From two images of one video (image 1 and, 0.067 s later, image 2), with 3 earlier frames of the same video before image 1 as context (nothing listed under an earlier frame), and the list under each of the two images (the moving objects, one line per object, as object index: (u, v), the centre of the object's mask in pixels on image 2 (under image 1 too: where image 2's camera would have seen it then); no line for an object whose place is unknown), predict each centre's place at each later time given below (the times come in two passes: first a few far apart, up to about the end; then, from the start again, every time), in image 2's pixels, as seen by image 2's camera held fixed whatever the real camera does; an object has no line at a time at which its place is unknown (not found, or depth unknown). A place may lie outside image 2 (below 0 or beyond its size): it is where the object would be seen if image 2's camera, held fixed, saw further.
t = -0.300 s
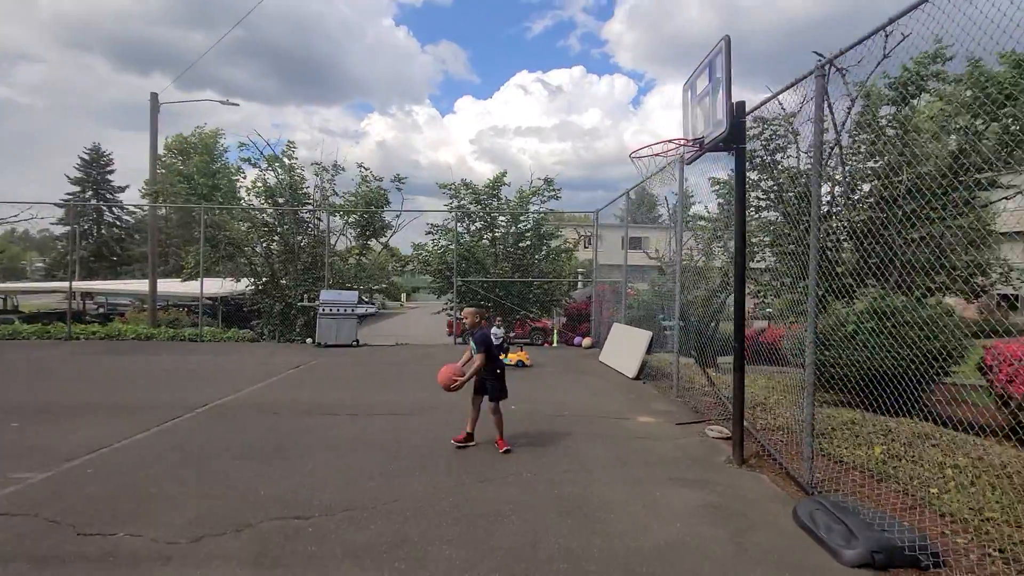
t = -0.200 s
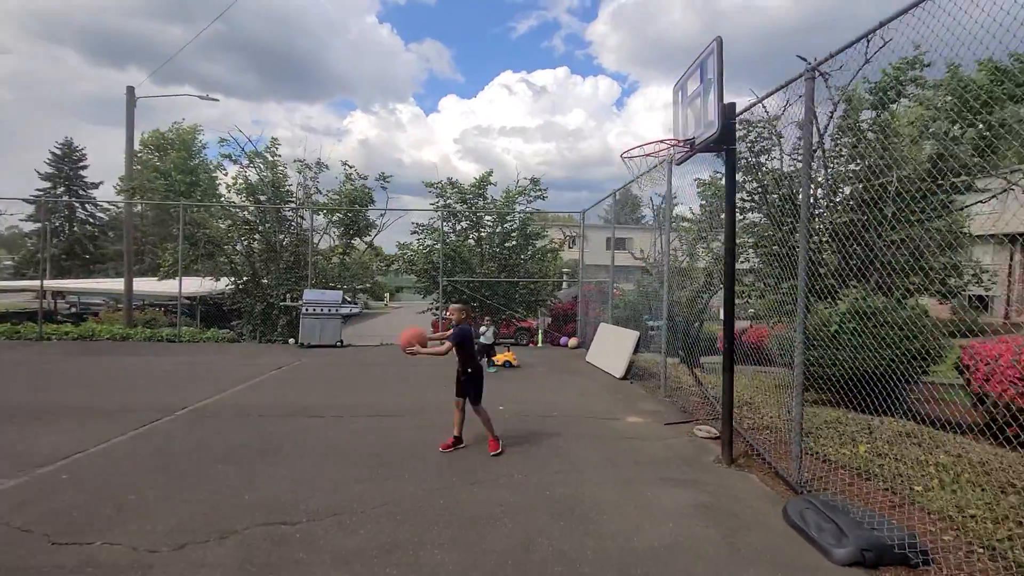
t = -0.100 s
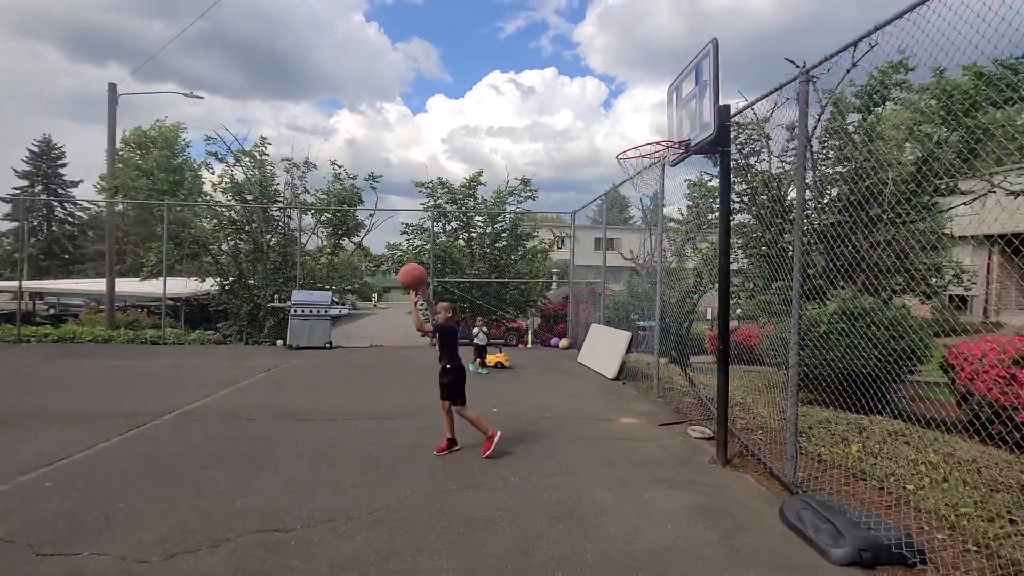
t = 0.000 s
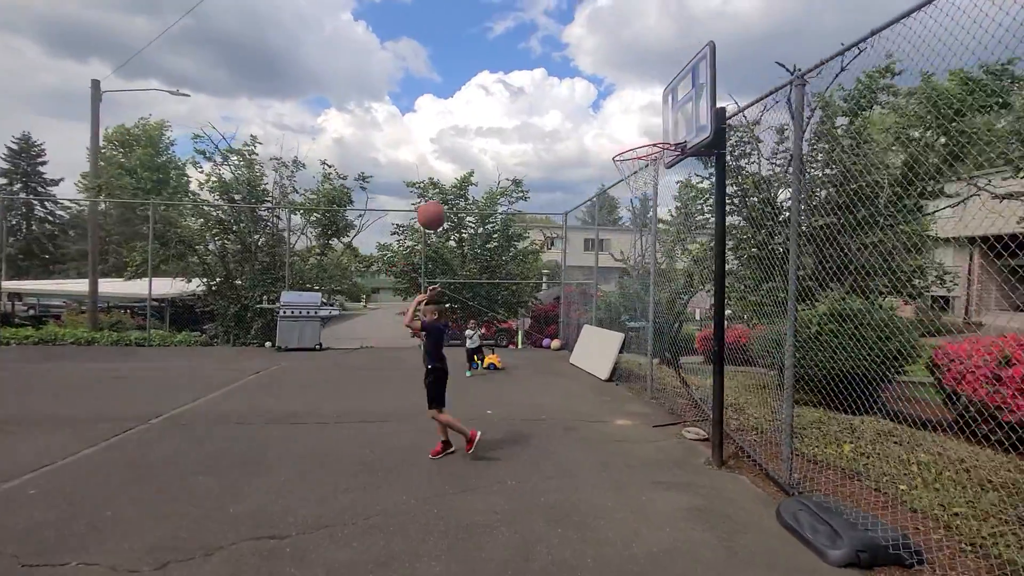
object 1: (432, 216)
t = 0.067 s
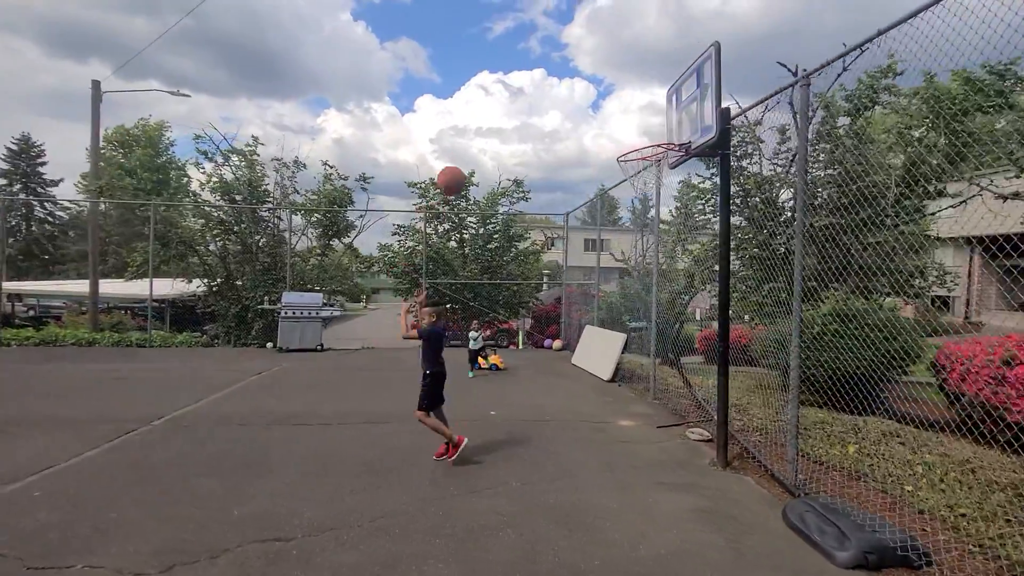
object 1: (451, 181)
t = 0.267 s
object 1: (508, 103)
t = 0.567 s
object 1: (589, 78)
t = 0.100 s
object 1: (461, 165)
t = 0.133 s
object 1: (471, 150)
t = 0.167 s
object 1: (480, 137)
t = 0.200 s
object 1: (490, 124)
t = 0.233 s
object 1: (499, 113)
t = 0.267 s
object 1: (508, 103)
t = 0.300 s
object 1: (517, 95)
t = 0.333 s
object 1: (526, 88)
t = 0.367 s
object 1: (534, 83)
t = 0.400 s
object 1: (543, 78)
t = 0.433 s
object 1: (551, 75)
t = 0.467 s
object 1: (561, 74)
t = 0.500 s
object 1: (570, 74)
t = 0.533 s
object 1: (580, 75)
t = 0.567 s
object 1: (589, 78)
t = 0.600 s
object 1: (598, 82)
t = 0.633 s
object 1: (607, 88)
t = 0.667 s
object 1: (617, 95)
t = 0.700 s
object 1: (626, 104)
